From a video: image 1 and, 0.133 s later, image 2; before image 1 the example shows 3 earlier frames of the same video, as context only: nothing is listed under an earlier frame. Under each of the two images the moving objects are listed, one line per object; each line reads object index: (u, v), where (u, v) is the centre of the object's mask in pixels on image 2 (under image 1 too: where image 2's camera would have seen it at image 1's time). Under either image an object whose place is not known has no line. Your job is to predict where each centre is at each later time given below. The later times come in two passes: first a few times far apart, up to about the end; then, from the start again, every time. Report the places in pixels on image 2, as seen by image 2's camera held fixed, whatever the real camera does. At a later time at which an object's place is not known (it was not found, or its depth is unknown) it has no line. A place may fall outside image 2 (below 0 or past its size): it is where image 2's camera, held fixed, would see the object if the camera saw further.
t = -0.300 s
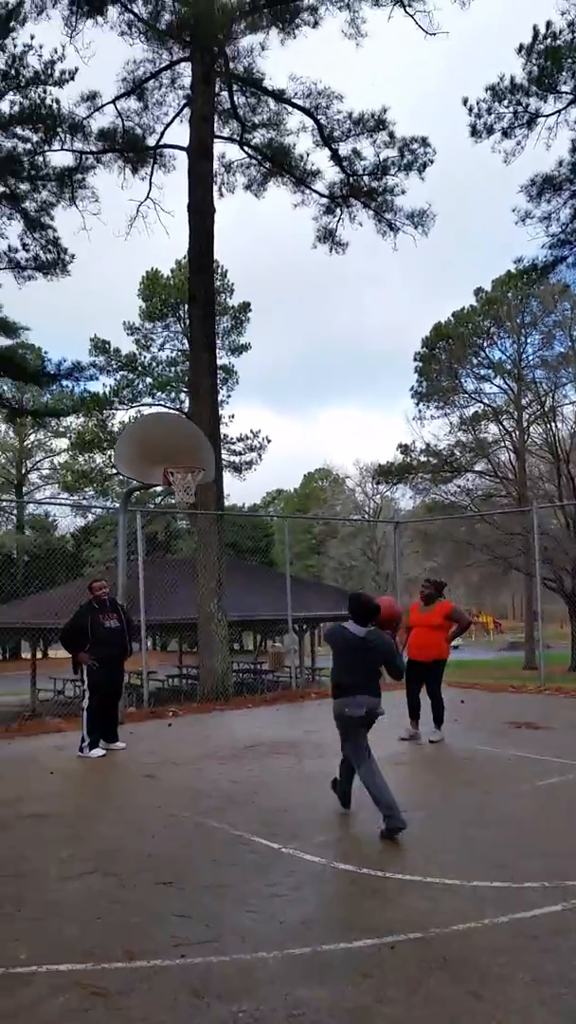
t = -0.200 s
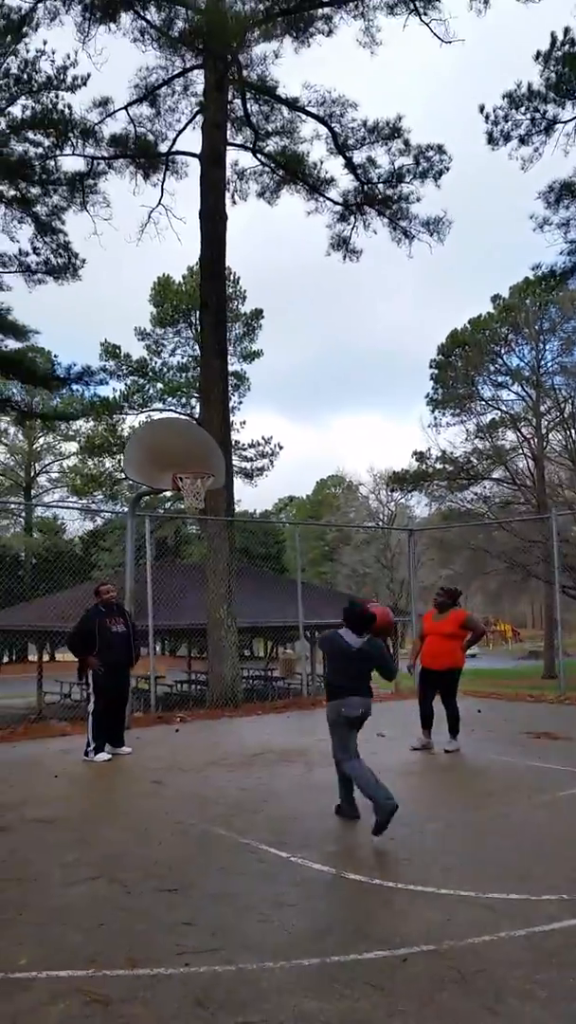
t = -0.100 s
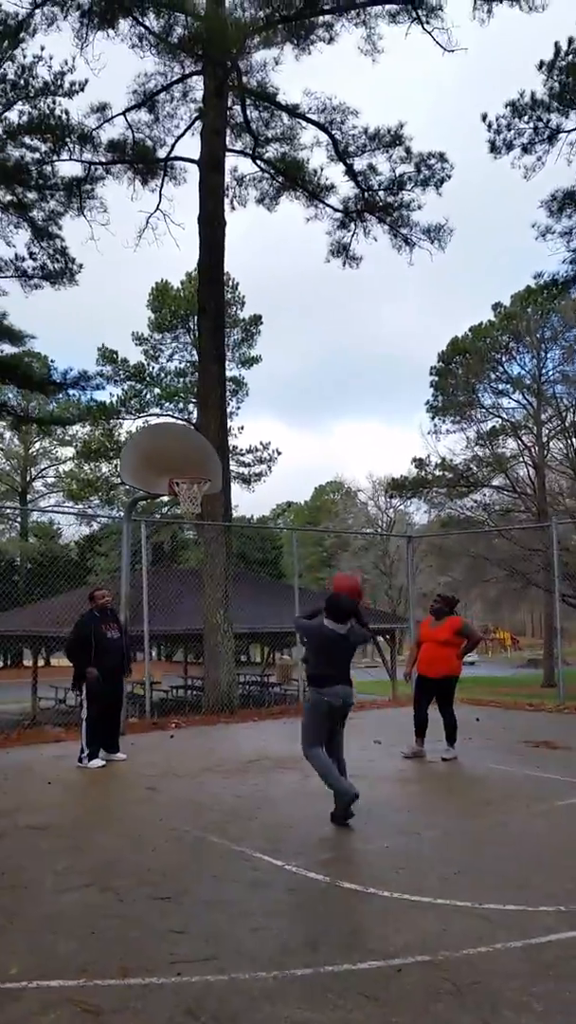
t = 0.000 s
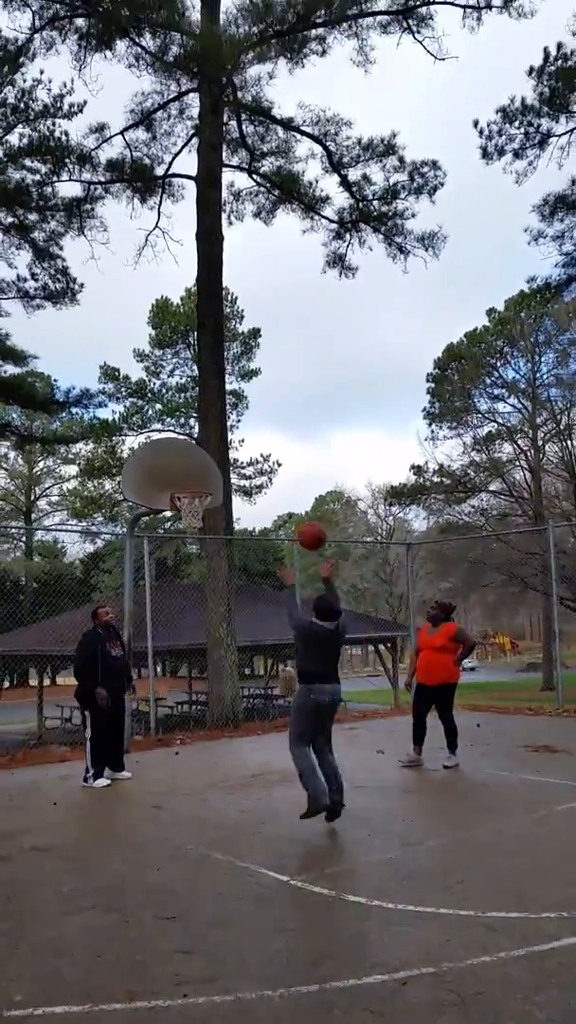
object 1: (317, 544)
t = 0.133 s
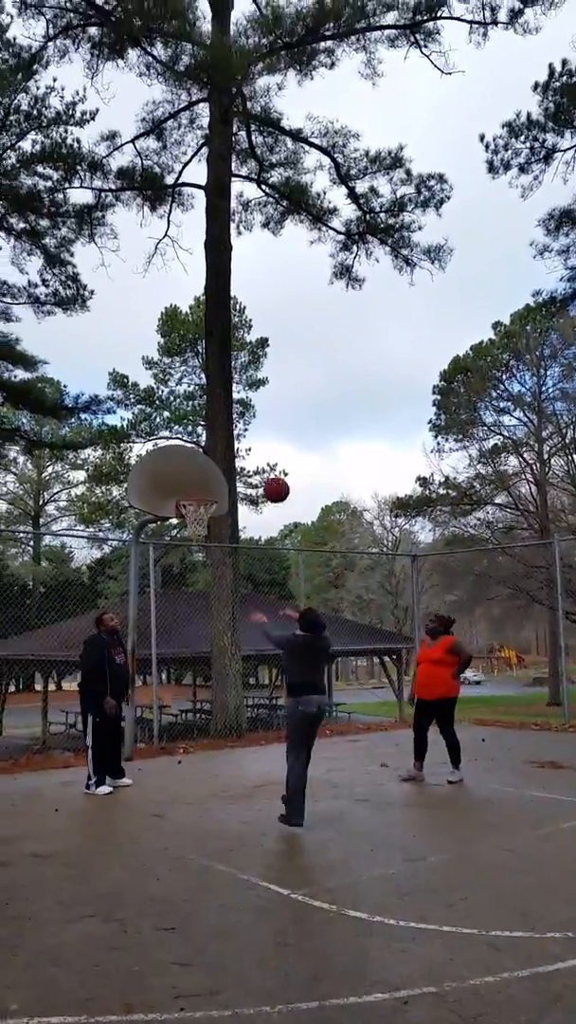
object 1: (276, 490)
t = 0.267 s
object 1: (244, 462)
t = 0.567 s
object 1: (189, 470)
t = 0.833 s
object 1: (232, 499)
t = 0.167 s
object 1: (267, 482)
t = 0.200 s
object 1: (259, 474)
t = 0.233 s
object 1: (251, 467)
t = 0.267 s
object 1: (244, 462)
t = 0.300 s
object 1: (236, 458)
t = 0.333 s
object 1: (230, 455)
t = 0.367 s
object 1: (223, 454)
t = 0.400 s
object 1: (219, 455)
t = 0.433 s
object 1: (211, 456)
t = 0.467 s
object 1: (205, 458)
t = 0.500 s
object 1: (199, 461)
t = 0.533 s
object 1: (194, 465)
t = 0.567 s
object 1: (189, 470)
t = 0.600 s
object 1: (184, 475)
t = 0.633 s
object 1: (184, 478)
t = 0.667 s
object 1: (191, 480)
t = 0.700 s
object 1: (198, 482)
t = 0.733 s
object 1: (206, 486)
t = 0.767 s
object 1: (214, 491)
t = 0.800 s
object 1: (222, 494)
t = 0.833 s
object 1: (232, 499)
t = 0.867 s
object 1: (240, 505)
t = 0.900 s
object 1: (249, 511)
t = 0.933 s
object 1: (257, 519)
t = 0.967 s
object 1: (266, 528)
